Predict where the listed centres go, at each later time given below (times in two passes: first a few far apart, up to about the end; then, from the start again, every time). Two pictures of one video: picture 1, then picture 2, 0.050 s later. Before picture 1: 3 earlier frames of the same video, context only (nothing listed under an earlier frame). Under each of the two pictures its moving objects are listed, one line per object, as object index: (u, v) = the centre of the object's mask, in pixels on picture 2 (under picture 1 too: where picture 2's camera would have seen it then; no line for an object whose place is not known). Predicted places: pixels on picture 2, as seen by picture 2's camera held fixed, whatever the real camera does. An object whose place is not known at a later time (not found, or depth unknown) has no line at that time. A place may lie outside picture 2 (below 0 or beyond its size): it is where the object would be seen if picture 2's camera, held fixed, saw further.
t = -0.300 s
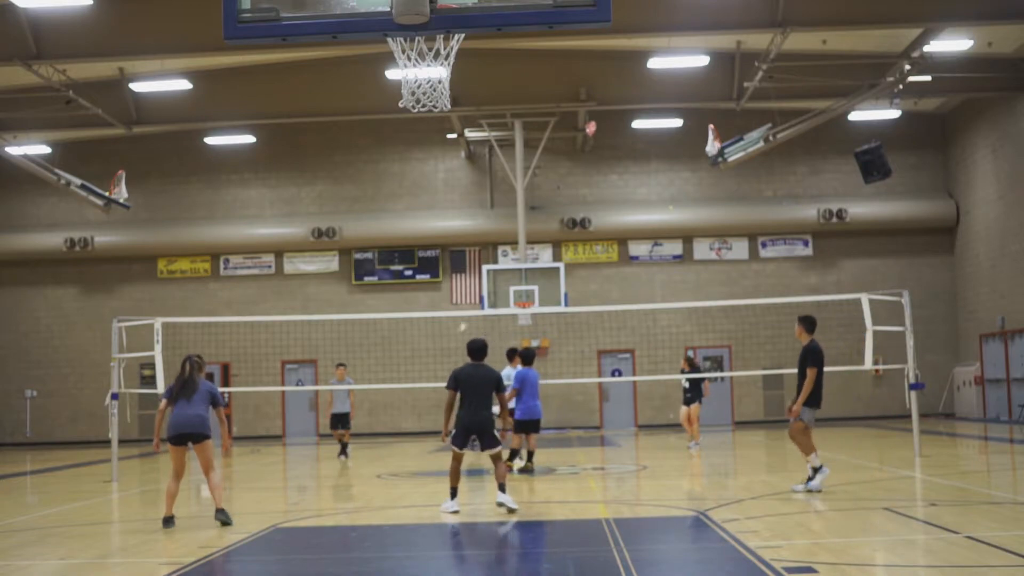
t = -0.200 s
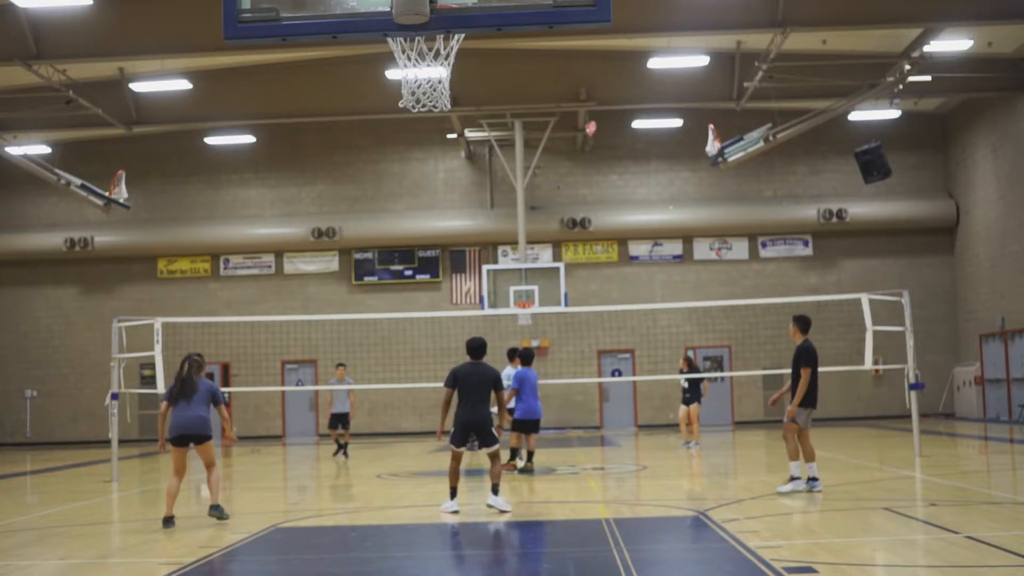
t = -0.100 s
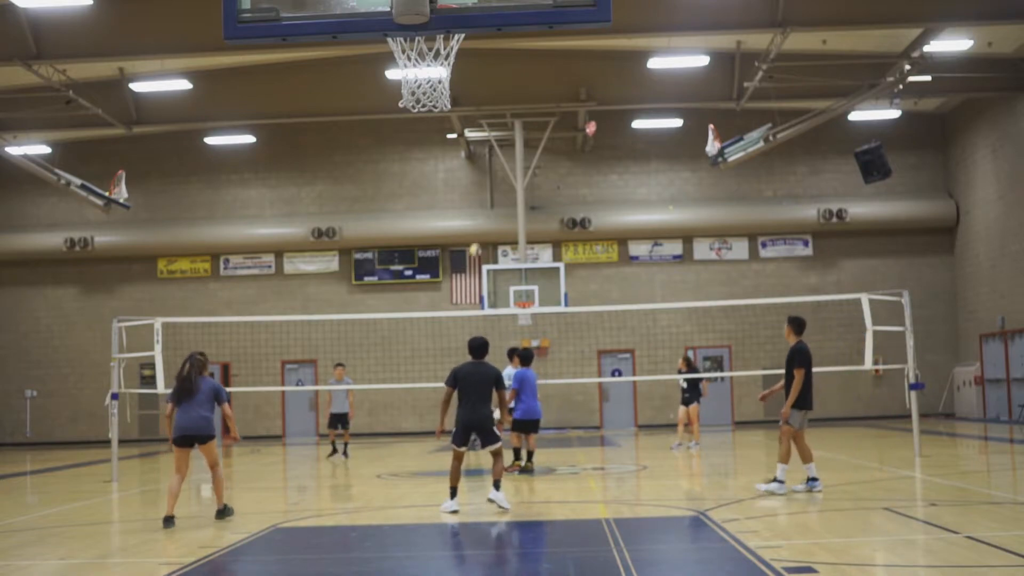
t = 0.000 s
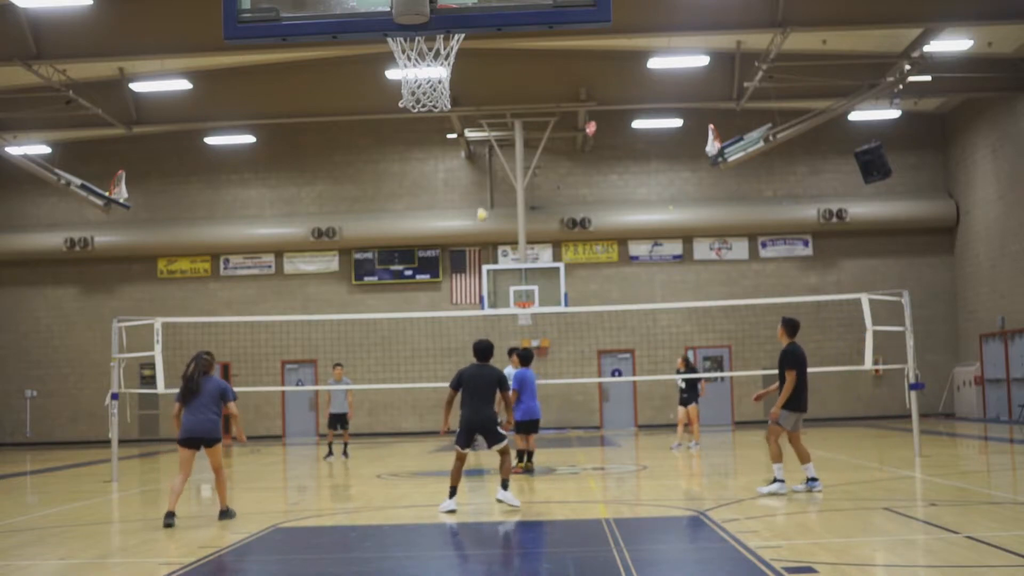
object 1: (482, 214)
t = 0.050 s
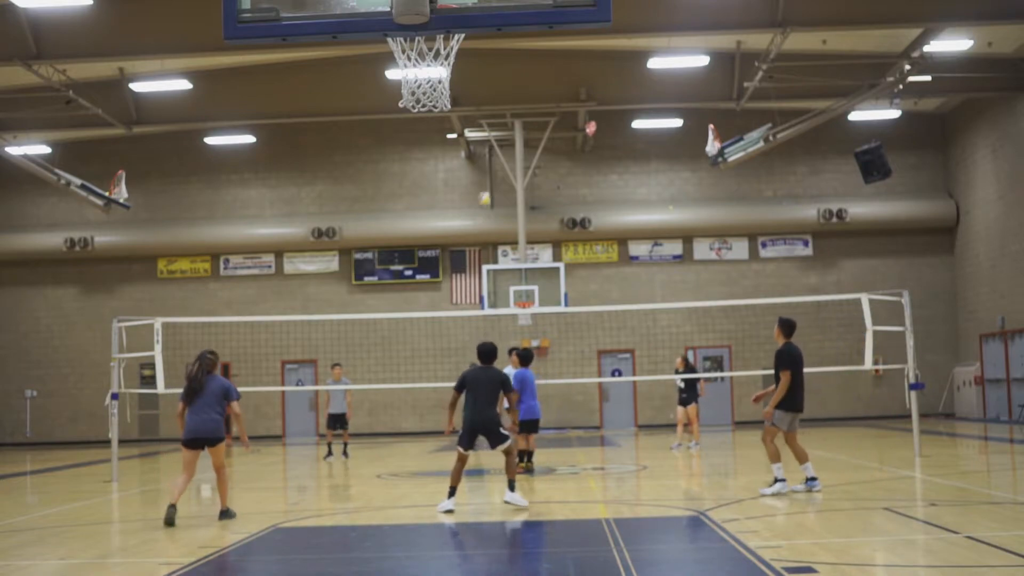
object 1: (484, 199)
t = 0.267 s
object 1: (500, 137)
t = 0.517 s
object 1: (525, 93)
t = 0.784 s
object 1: (567, 88)
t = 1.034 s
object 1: (619, 140)
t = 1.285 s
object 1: (689, 267)
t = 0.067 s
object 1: (486, 193)
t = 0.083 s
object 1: (487, 188)
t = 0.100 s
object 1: (488, 183)
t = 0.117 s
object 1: (489, 178)
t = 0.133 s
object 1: (490, 173)
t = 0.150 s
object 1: (491, 168)
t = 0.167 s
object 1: (493, 163)
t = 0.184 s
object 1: (494, 158)
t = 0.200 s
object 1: (495, 153)
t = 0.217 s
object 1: (496, 148)
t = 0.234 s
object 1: (497, 145)
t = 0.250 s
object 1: (499, 140)
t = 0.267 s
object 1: (500, 137)
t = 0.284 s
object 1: (502, 133)
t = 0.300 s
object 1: (503, 129)
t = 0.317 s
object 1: (505, 125)
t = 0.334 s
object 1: (506, 121)
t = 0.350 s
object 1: (508, 118)
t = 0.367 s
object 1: (509, 115)
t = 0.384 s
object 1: (511, 112)
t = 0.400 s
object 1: (512, 109)
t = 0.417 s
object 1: (514, 106)
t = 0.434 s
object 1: (516, 104)
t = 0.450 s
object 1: (517, 101)
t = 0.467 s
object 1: (519, 99)
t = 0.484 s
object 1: (521, 97)
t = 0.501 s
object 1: (523, 95)
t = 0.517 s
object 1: (525, 93)
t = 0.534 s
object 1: (527, 91)
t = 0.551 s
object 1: (529, 90)
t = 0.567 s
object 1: (532, 88)
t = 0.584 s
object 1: (534, 87)
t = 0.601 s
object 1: (537, 86)
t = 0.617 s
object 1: (539, 85)
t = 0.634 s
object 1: (541, 85)
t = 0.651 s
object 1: (544, 84)
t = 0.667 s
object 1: (546, 84)
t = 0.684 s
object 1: (549, 84)
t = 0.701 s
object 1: (552, 84)
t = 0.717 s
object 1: (554, 85)
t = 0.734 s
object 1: (557, 85)
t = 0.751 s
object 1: (560, 86)
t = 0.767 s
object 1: (563, 87)
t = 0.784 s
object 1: (567, 88)
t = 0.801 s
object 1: (570, 90)
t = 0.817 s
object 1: (573, 92)
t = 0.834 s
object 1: (576, 94)
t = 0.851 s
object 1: (579, 96)
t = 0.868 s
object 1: (582, 99)
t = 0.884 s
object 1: (586, 102)
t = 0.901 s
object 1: (589, 105)
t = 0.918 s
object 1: (593, 109)
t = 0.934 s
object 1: (596, 113)
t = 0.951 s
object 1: (599, 117)
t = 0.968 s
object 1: (603, 121)
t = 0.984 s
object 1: (607, 125)
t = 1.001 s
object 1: (611, 130)
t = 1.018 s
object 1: (614, 135)
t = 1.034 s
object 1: (619, 140)
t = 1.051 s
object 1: (623, 146)
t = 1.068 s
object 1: (627, 152)
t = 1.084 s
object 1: (631, 159)
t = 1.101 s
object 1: (636, 165)
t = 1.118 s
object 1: (640, 172)
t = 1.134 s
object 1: (645, 180)
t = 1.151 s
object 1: (650, 188)
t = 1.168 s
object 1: (654, 197)
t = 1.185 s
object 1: (660, 205)
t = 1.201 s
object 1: (664, 214)
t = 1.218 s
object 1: (669, 225)
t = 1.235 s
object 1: (674, 234)
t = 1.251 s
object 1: (680, 244)
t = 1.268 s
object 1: (684, 255)
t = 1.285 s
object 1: (689, 267)
